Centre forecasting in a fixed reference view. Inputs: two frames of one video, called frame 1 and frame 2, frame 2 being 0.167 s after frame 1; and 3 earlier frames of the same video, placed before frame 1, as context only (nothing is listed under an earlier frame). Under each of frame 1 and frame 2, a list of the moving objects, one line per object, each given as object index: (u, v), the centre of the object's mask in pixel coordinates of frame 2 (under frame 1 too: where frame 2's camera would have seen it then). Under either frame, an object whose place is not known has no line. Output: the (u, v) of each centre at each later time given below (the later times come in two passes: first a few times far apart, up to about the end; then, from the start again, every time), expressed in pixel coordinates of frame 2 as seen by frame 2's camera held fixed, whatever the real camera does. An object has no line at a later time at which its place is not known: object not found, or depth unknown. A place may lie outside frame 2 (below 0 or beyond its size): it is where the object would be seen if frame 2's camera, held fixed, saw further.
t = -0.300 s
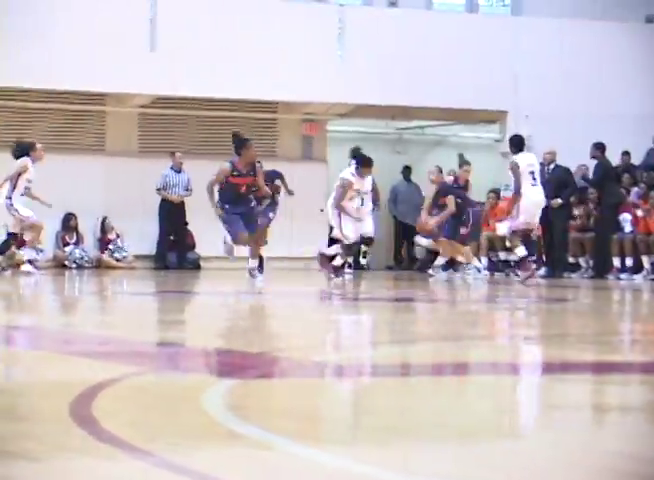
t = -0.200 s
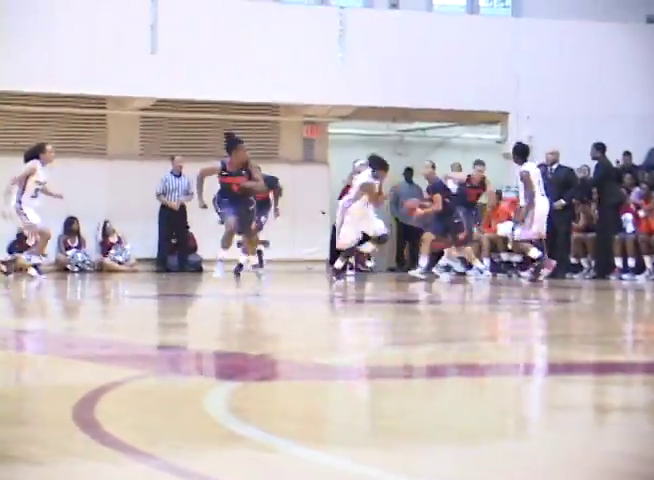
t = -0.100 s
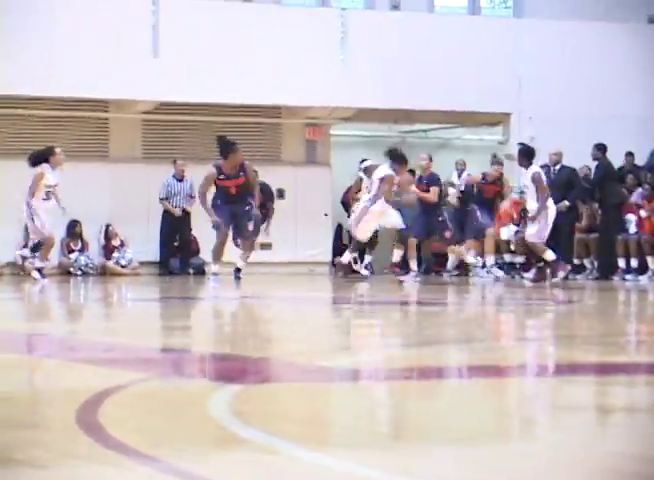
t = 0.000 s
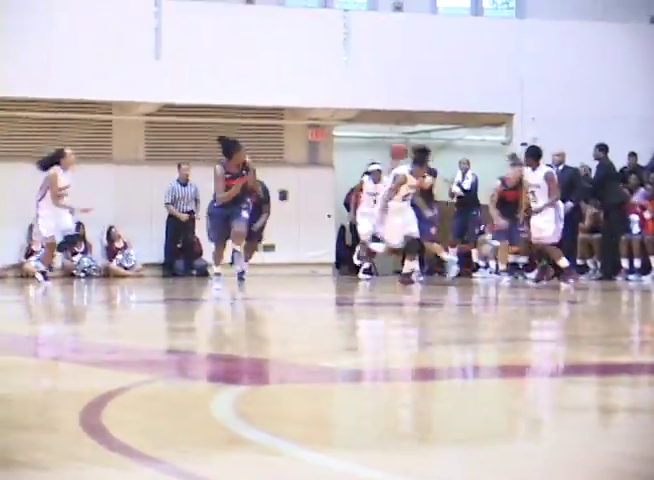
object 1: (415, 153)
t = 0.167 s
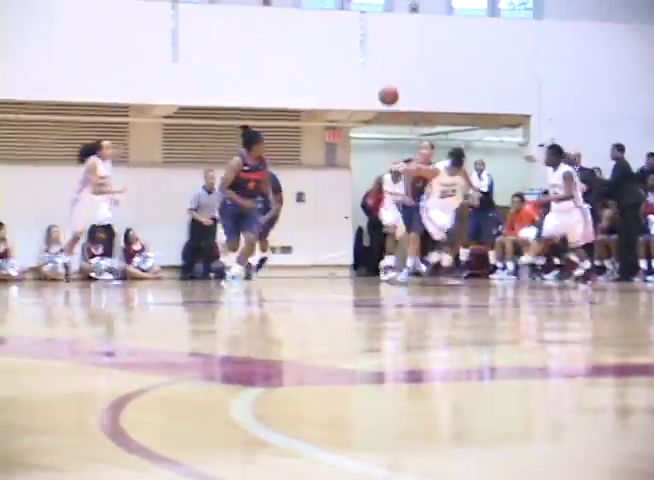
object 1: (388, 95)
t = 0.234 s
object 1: (376, 78)
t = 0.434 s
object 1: (337, 41)
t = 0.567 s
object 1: (307, 34)
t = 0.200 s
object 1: (383, 86)
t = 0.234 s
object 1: (376, 78)
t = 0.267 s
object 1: (370, 69)
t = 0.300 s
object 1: (363, 62)
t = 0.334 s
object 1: (357, 56)
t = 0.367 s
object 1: (351, 50)
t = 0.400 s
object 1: (343, 45)
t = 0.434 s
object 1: (337, 41)
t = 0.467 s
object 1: (329, 38)
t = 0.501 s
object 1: (322, 36)
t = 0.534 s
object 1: (314, 34)
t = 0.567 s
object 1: (307, 34)
